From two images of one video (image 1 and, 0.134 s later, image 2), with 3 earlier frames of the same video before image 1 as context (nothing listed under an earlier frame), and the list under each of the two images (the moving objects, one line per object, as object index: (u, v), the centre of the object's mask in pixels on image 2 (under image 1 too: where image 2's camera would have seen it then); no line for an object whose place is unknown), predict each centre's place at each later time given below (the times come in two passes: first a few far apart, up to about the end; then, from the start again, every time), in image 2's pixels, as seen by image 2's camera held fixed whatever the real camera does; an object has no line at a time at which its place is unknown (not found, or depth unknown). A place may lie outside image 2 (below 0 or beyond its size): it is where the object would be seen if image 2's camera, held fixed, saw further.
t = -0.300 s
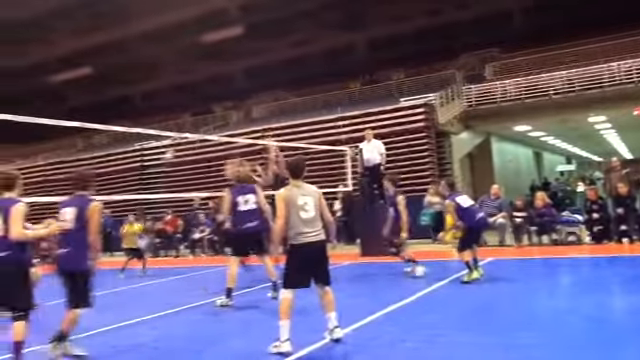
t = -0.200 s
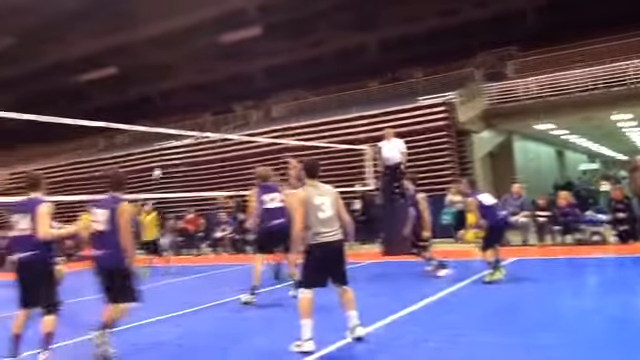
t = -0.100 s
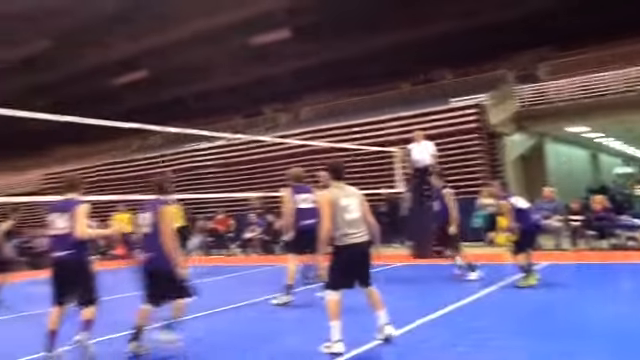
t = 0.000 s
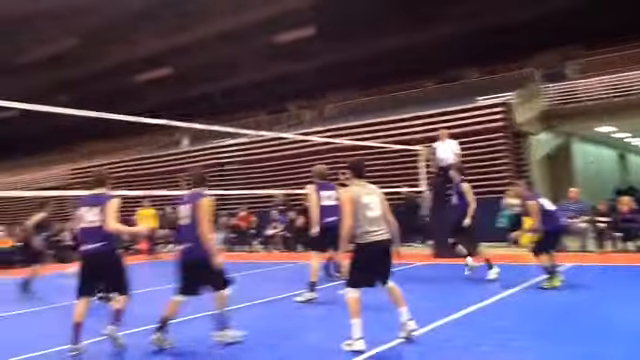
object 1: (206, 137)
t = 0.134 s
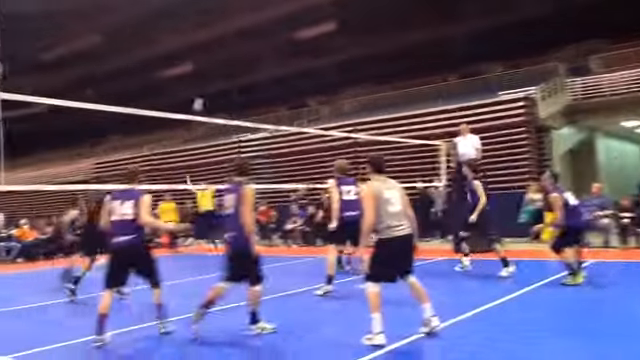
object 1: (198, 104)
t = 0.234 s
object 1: (193, 83)
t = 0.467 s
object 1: (181, 51)
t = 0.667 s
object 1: (172, 41)
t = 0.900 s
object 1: (160, 50)
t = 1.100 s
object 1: (151, 79)
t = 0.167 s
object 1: (196, 97)
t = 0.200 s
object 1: (194, 90)
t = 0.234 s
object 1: (193, 83)
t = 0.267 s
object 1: (191, 77)
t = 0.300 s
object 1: (189, 73)
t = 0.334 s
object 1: (188, 68)
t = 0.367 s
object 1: (186, 63)
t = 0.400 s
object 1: (184, 58)
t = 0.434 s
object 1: (183, 55)
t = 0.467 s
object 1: (181, 51)
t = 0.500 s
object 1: (180, 49)
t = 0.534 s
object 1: (178, 46)
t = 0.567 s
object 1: (176, 45)
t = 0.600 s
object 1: (175, 43)
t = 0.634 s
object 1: (174, 42)
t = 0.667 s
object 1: (172, 41)
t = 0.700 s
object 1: (170, 41)
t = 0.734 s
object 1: (169, 41)
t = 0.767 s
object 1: (167, 42)
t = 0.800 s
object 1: (166, 43)
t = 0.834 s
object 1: (164, 45)
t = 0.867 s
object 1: (162, 47)
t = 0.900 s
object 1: (160, 50)
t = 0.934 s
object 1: (159, 53)
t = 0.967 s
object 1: (157, 58)
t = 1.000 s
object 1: (156, 62)
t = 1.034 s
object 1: (155, 67)
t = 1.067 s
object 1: (153, 73)
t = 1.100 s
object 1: (151, 79)
